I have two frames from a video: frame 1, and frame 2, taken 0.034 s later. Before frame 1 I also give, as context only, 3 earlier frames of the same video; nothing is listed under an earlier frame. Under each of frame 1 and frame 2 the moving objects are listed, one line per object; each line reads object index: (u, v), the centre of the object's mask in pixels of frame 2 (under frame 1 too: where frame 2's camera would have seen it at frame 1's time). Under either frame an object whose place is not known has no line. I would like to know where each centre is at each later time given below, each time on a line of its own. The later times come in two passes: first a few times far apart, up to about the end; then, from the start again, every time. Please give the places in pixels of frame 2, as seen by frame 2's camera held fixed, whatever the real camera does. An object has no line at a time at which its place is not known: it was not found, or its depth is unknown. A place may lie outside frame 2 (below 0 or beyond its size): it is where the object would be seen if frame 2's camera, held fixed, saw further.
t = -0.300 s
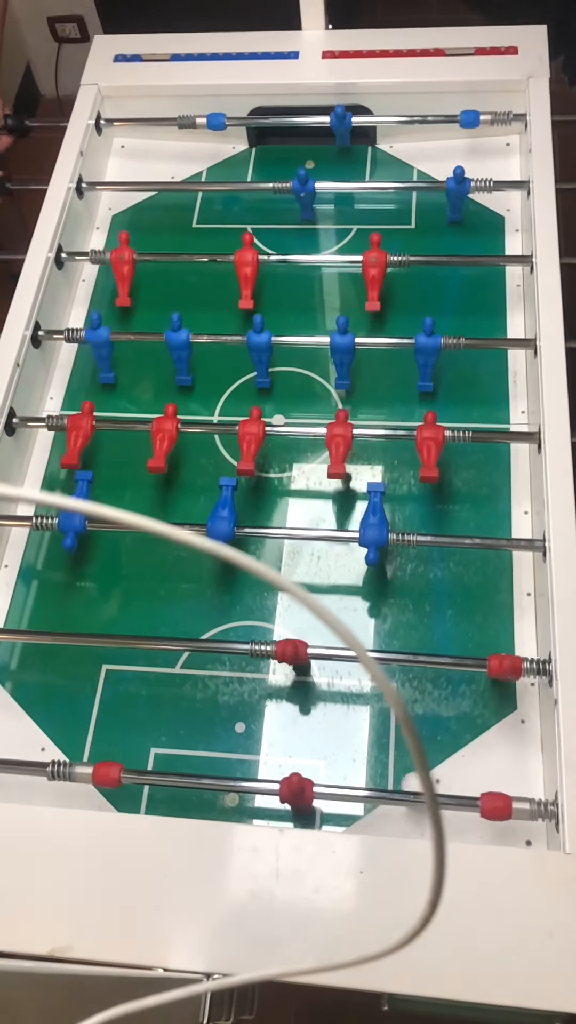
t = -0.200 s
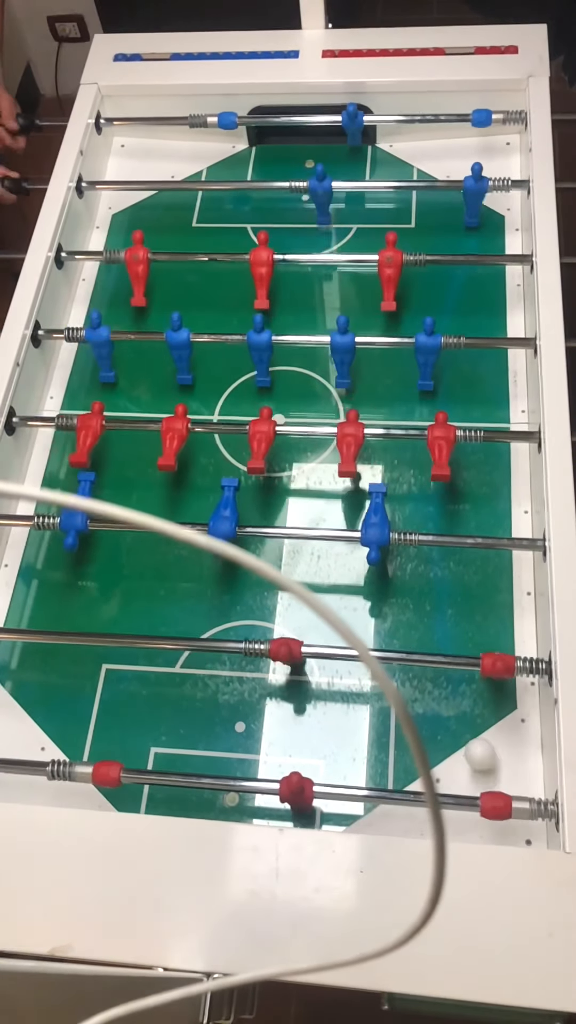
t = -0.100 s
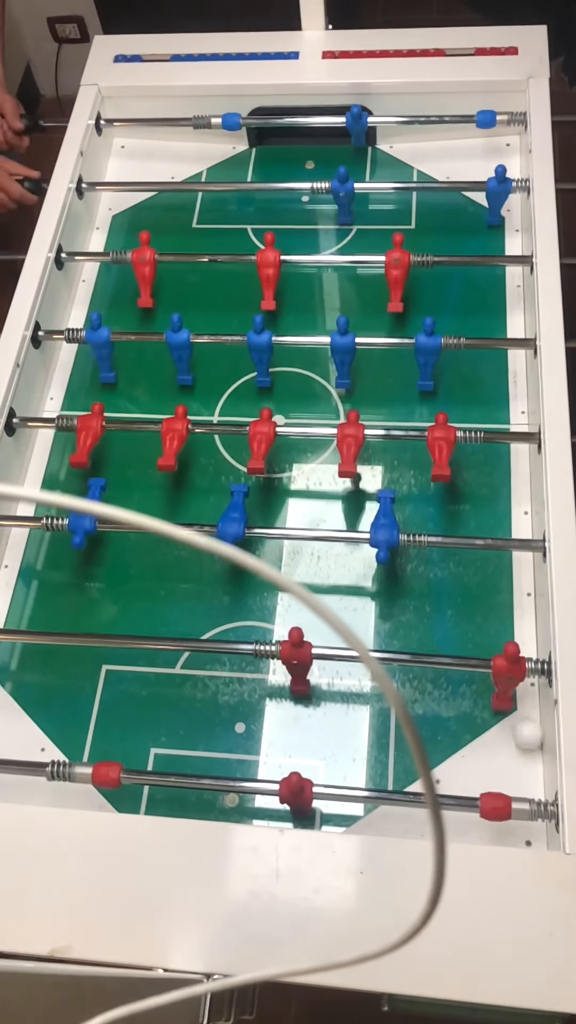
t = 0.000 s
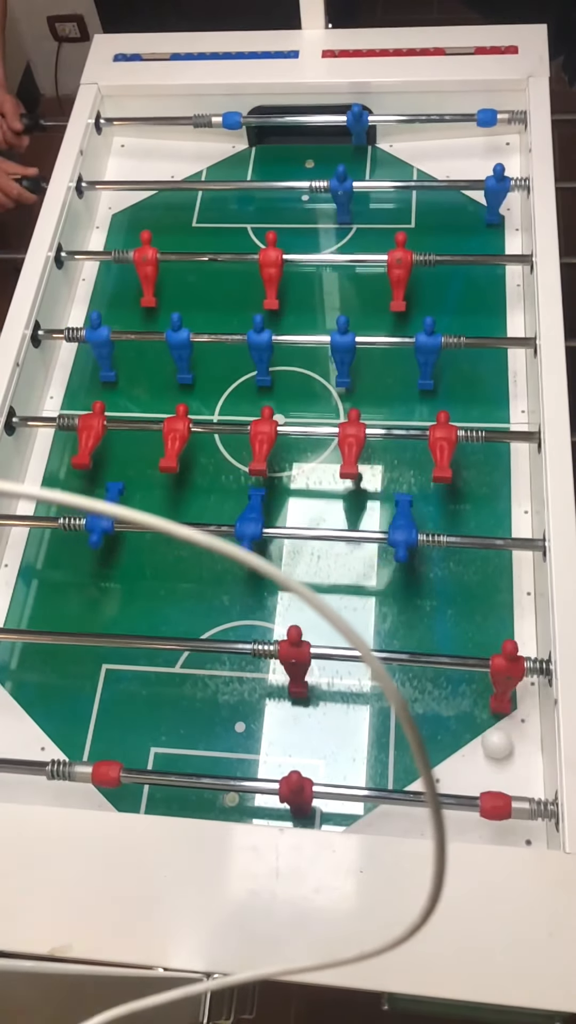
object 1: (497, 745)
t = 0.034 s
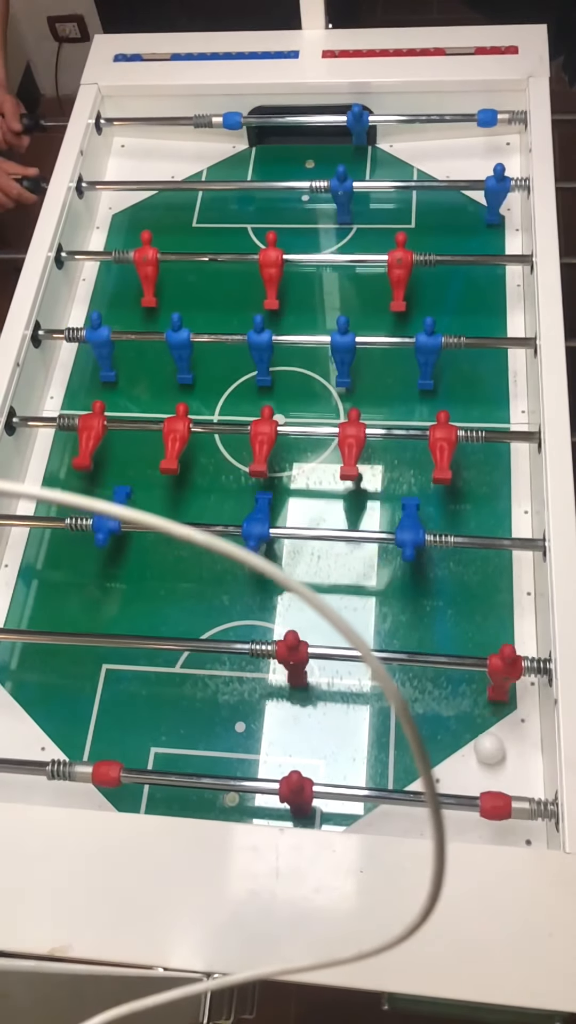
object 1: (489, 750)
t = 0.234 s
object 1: (444, 761)
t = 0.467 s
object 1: (376, 756)
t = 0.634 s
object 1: (331, 755)
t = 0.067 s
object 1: (483, 754)
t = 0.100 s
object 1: (477, 757)
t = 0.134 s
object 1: (470, 759)
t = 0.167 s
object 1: (462, 760)
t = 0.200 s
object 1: (454, 761)
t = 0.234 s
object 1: (444, 761)
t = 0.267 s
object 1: (438, 760)
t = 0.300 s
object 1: (428, 758)
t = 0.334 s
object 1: (412, 759)
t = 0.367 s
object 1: (402, 758)
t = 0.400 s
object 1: (396, 757)
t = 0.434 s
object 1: (386, 756)
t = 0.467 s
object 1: (376, 756)
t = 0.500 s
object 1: (367, 757)
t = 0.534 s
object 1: (358, 756)
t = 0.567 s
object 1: (349, 756)
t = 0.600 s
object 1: (340, 755)
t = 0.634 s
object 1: (331, 755)
